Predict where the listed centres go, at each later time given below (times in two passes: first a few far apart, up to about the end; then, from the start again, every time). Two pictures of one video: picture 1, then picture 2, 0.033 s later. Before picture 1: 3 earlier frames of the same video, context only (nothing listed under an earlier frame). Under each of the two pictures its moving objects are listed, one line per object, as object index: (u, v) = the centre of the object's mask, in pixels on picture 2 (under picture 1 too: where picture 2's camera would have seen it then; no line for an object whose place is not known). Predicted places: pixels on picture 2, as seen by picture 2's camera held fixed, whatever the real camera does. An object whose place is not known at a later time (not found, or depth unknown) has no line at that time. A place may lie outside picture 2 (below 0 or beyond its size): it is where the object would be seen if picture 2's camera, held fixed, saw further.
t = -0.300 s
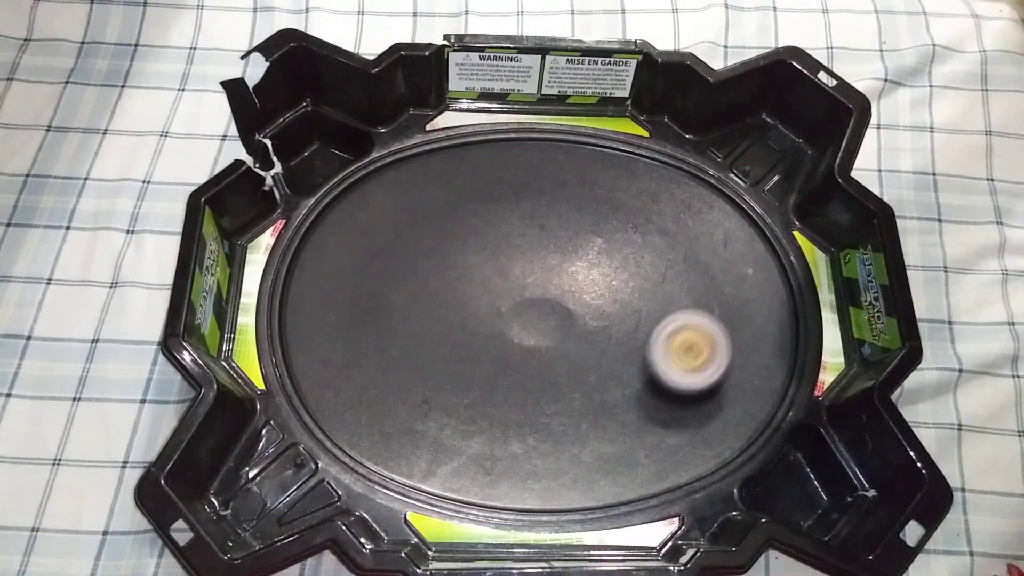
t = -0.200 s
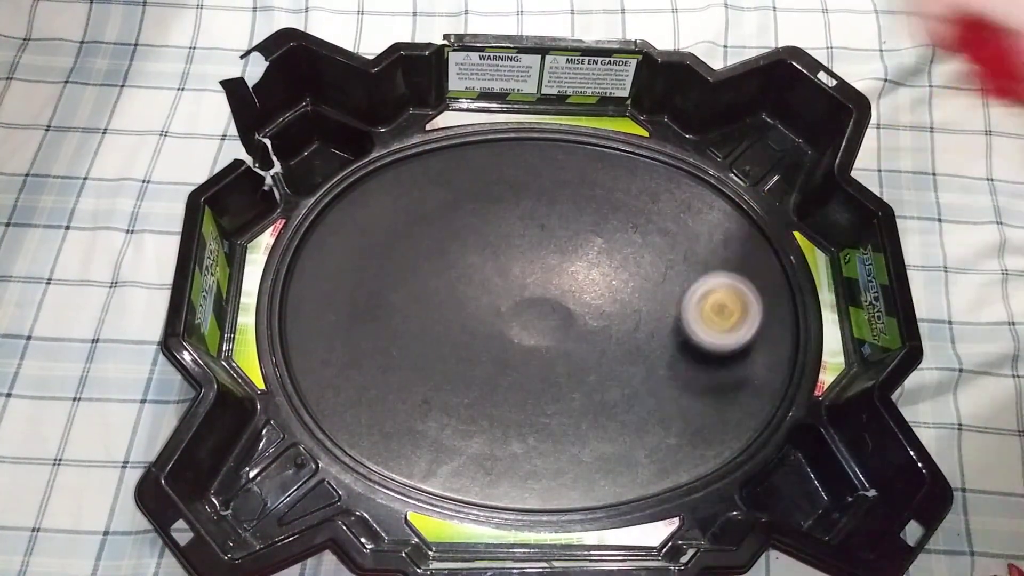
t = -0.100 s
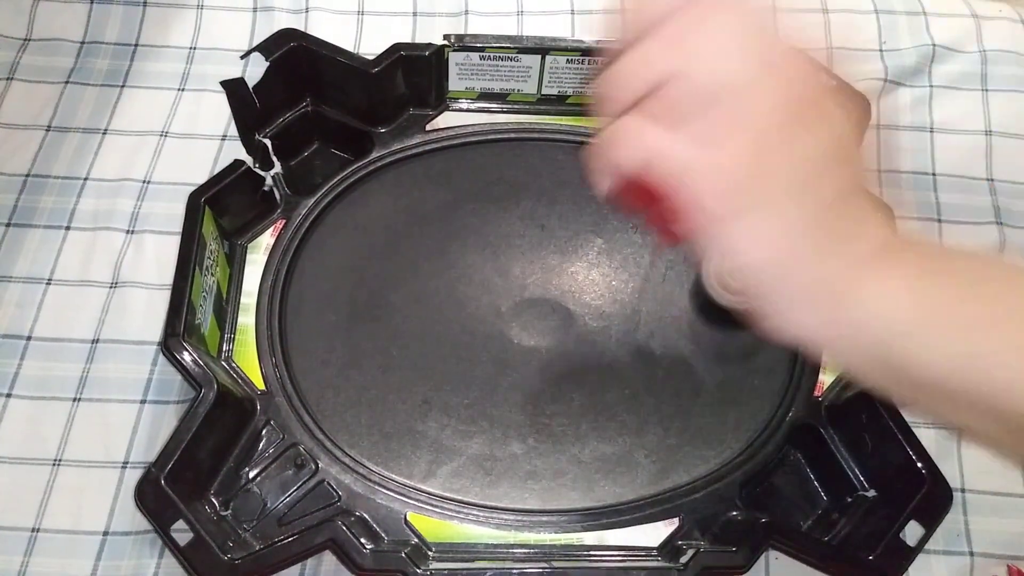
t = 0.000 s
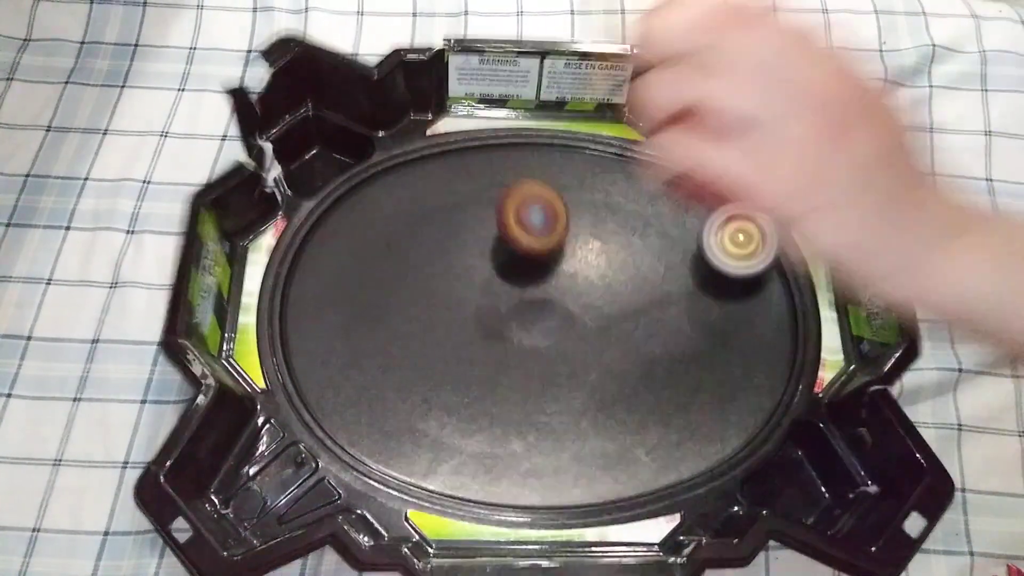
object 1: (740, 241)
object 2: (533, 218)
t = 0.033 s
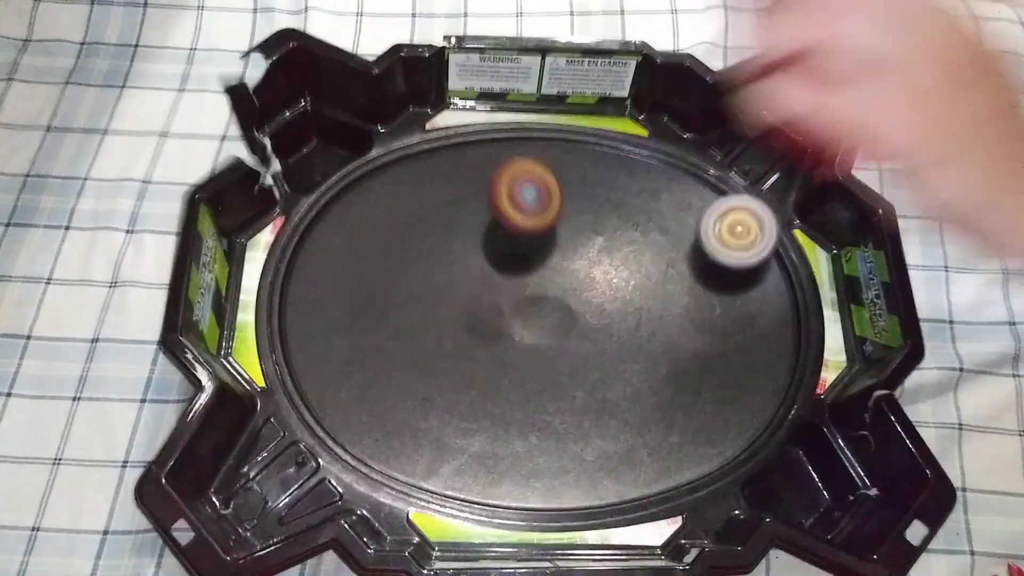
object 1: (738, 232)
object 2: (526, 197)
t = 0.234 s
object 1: (677, 224)
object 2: (476, 183)
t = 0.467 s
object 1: (576, 322)
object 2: (473, 255)
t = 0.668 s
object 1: (565, 425)
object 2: (540, 336)
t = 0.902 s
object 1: (637, 468)
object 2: (629, 366)
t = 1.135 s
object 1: (712, 418)
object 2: (660, 298)
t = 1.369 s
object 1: (664, 341)
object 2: (630, 225)
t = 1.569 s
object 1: (532, 323)
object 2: (597, 216)
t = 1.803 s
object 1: (400, 407)
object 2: (623, 287)
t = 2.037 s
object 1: (449, 456)
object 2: (643, 357)
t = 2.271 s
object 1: (521, 405)
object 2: (626, 361)
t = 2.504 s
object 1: (493, 310)
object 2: (608, 328)
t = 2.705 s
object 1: (408, 277)
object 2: (598, 332)
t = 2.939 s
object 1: (340, 323)
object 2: (613, 383)
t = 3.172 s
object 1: (394, 371)
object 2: (665, 382)
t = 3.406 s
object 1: (507, 326)
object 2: (609, 321)
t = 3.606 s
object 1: (421, 251)
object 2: (603, 333)
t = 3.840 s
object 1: (367, 272)
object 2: (580, 361)
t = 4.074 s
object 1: (425, 325)
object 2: (572, 366)
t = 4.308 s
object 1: (488, 272)
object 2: (609, 412)
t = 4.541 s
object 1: (493, 221)
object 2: (684, 342)
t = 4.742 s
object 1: (476, 222)
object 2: (558, 249)
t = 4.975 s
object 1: (396, 245)
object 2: (477, 362)
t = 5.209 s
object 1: (431, 327)
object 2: (562, 488)
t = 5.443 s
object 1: (548, 359)
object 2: (689, 364)
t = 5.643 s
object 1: (634, 339)
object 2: (596, 224)
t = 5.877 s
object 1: (672, 283)
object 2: (378, 233)
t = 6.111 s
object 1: (631, 251)
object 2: (331, 403)
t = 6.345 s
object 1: (558, 284)
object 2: (547, 438)
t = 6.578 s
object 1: (520, 351)
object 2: (661, 274)
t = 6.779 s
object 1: (533, 398)
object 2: (572, 173)
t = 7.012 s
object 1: (568, 412)
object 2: (390, 211)
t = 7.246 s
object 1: (576, 375)
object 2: (391, 384)
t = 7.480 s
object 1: (525, 321)
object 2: (595, 431)
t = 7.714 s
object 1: (447, 306)
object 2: (695, 321)
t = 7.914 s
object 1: (406, 320)
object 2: (635, 233)
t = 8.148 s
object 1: (417, 349)
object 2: (499, 246)
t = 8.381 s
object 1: (450, 400)
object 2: (442, 284)
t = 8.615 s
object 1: (535, 406)
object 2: (491, 312)
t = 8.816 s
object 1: (589, 374)
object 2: (537, 261)
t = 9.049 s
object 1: (606, 319)
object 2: (505, 252)
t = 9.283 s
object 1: (584, 273)
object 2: (519, 337)
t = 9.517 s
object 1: (537, 255)
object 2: (618, 372)
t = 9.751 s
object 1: (498, 284)
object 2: (620, 297)
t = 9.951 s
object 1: (446, 334)
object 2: (548, 278)
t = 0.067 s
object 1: (733, 226)
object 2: (516, 183)
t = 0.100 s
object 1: (725, 224)
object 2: (506, 180)
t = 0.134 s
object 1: (715, 221)
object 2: (497, 180)
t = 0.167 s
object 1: (704, 220)
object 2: (490, 178)
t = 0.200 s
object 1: (692, 221)
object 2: (482, 180)
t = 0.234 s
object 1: (677, 224)
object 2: (476, 183)
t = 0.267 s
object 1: (661, 231)
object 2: (470, 190)
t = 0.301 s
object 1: (645, 239)
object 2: (466, 196)
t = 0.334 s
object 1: (629, 251)
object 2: (464, 206)
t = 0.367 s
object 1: (613, 267)
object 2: (463, 217)
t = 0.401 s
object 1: (599, 285)
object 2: (464, 230)
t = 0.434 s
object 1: (585, 304)
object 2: (467, 242)
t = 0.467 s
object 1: (576, 322)
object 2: (473, 255)
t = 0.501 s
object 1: (568, 341)
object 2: (480, 269)
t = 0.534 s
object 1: (564, 359)
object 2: (490, 283)
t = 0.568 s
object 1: (561, 378)
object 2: (501, 297)
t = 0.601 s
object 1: (560, 395)
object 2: (513, 310)
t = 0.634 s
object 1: (561, 410)
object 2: (526, 323)
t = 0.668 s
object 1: (565, 425)
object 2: (540, 336)
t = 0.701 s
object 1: (570, 437)
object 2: (553, 346)
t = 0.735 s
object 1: (578, 448)
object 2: (567, 355)
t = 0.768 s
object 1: (588, 457)
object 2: (581, 363)
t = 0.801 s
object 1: (599, 463)
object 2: (595, 368)
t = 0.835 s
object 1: (611, 467)
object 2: (608, 368)
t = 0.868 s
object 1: (624, 469)
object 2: (619, 368)
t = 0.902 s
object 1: (637, 468)
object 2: (629, 366)
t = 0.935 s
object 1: (651, 465)
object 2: (638, 359)
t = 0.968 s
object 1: (663, 460)
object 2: (645, 353)
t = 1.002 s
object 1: (676, 453)
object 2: (650, 344)
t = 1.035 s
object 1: (688, 445)
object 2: (655, 334)
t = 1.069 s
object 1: (700, 436)
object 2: (658, 323)
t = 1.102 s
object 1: (707, 427)
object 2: (659, 311)
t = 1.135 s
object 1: (712, 418)
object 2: (660, 298)
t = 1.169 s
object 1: (714, 408)
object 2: (659, 285)
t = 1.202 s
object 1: (713, 398)
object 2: (656, 273)
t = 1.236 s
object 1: (709, 387)
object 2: (653, 261)
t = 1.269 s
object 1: (702, 375)
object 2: (648, 251)
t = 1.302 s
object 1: (692, 363)
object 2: (643, 241)
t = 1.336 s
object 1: (678, 351)
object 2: (637, 233)
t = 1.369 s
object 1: (664, 341)
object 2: (630, 225)
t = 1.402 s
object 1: (645, 333)
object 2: (623, 219)
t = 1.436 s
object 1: (626, 327)
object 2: (617, 215)
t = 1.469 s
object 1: (603, 323)
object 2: (611, 212)
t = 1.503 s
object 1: (580, 320)
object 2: (606, 211)
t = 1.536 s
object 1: (556, 320)
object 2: (600, 212)
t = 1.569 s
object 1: (532, 323)
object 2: (597, 216)
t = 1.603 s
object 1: (505, 329)
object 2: (596, 220)
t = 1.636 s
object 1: (481, 337)
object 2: (596, 228)
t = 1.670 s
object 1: (459, 348)
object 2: (599, 237)
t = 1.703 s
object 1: (439, 360)
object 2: (603, 248)
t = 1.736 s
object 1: (422, 375)
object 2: (609, 260)
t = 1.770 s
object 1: (409, 390)
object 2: (616, 274)
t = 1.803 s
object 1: (400, 407)
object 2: (623, 287)
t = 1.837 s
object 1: (395, 423)
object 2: (630, 298)
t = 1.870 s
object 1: (395, 438)
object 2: (635, 312)
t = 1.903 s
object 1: (397, 452)
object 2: (638, 324)
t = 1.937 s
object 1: (405, 461)
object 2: (641, 334)
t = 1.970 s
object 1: (418, 463)
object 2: (642, 343)
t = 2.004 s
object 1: (433, 460)
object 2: (643, 351)
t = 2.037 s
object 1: (449, 456)
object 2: (643, 357)
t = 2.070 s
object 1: (464, 452)
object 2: (642, 360)
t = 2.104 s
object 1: (477, 447)
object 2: (640, 365)
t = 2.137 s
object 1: (489, 442)
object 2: (638, 366)
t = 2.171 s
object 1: (499, 435)
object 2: (636, 366)
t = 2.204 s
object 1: (507, 426)
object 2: (632, 366)
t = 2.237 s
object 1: (515, 416)
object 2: (630, 364)
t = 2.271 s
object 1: (521, 405)
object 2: (626, 361)
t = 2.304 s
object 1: (524, 393)
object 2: (623, 357)
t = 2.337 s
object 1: (524, 379)
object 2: (620, 351)
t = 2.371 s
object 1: (522, 363)
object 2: (617, 347)
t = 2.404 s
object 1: (517, 347)
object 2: (614, 342)
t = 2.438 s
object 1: (510, 333)
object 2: (612, 337)
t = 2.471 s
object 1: (502, 321)
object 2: (610, 332)
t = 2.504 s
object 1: (493, 310)
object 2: (608, 328)
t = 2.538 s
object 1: (480, 299)
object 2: (605, 325)
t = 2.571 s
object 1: (468, 291)
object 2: (603, 323)
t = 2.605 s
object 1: (454, 284)
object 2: (601, 323)
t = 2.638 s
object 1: (439, 280)
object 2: (599, 324)
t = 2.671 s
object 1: (424, 277)
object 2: (598, 328)
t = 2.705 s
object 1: (408, 277)
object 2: (598, 332)
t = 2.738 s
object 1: (393, 279)
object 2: (598, 338)
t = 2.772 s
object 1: (379, 284)
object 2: (599, 345)
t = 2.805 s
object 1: (365, 291)
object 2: (600, 353)
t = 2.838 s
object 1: (356, 298)
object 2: (601, 360)
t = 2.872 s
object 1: (348, 306)
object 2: (604, 367)
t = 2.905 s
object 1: (344, 315)
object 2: (608, 375)
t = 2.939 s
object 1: (340, 323)
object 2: (613, 383)
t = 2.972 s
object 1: (339, 332)
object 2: (619, 389)
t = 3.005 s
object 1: (340, 340)
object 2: (626, 394)
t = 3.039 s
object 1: (345, 348)
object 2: (636, 397)
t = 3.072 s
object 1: (352, 355)
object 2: (645, 396)
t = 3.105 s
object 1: (363, 363)
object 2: (654, 394)
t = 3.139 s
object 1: (378, 368)
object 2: (660, 389)
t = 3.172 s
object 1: (394, 371)
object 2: (665, 382)
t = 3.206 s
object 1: (413, 372)
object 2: (667, 372)
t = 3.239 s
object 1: (431, 370)
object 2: (664, 363)
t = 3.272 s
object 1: (450, 365)
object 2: (659, 353)
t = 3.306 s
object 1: (466, 359)
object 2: (652, 344)
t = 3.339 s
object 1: (481, 350)
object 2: (640, 335)
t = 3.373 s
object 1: (495, 339)
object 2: (626, 327)
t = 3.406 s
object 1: (507, 326)
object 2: (609, 321)
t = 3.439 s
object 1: (507, 311)
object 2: (599, 318)
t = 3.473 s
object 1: (482, 290)
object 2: (606, 319)
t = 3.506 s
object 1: (462, 274)
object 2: (610, 321)
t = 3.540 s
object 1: (446, 261)
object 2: (610, 324)
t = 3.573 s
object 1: (433, 254)
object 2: (608, 329)
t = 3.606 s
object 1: (421, 251)
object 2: (603, 333)
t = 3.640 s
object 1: (410, 249)
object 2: (598, 337)
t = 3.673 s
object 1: (400, 248)
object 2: (594, 341)
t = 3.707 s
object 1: (390, 250)
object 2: (589, 345)
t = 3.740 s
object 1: (382, 253)
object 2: (586, 350)
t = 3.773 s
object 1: (375, 258)
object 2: (583, 354)
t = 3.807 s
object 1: (370, 264)
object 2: (582, 358)
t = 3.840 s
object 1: (367, 272)
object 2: (580, 361)
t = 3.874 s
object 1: (366, 280)
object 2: (579, 364)
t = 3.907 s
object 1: (369, 289)
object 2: (579, 366)
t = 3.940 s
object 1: (374, 298)
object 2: (578, 366)
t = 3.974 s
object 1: (383, 307)
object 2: (577, 367)
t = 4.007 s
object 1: (395, 316)
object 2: (576, 367)
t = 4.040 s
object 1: (410, 321)
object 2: (574, 366)
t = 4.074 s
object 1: (425, 325)
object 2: (572, 366)
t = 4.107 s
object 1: (441, 328)
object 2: (568, 366)
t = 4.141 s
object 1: (457, 329)
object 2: (565, 367)
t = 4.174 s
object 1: (473, 329)
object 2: (560, 368)
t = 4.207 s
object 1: (483, 323)
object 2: (562, 374)
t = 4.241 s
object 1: (482, 301)
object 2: (576, 391)
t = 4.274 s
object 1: (484, 284)
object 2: (591, 403)
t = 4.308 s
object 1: (488, 272)
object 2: (609, 412)
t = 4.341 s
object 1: (490, 262)
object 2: (626, 415)
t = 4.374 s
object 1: (493, 254)
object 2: (645, 413)
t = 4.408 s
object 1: (495, 245)
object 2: (662, 407)
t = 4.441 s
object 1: (496, 238)
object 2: (675, 394)
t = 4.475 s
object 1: (496, 232)
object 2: (684, 379)
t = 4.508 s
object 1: (495, 226)
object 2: (687, 361)
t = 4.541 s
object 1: (493, 221)
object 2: (684, 342)
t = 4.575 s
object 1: (491, 217)
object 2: (676, 322)
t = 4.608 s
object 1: (488, 214)
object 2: (662, 304)
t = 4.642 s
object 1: (484, 213)
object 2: (643, 287)
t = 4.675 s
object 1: (481, 214)
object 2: (619, 270)
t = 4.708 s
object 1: (478, 217)
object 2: (589, 258)
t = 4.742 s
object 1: (476, 222)
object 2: (558, 249)
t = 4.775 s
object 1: (459, 219)
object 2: (539, 252)
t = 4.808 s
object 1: (445, 219)
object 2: (522, 259)
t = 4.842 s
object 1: (433, 222)
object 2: (505, 270)
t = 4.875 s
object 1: (418, 222)
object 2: (496, 291)
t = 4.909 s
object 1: (408, 227)
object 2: (489, 313)
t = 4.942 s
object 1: (400, 236)
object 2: (483, 336)
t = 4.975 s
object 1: (396, 245)
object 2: (477, 362)
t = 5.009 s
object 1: (393, 256)
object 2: (475, 389)
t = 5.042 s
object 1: (394, 268)
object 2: (478, 414)
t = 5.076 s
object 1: (397, 281)
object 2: (486, 436)
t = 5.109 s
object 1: (402, 293)
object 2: (499, 457)
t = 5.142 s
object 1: (408, 305)
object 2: (517, 473)
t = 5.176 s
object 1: (419, 316)
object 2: (538, 484)
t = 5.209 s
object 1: (431, 327)
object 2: (562, 488)
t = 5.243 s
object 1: (445, 336)
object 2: (587, 485)
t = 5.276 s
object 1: (461, 344)
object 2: (613, 475)
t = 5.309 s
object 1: (477, 350)
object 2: (638, 461)
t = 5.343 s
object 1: (494, 355)
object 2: (659, 441)
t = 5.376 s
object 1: (512, 358)
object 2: (676, 417)
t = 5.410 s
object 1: (530, 360)
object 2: (685, 391)
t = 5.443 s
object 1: (548, 359)
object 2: (689, 364)
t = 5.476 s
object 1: (563, 358)
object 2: (685, 337)
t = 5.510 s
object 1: (578, 357)
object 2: (677, 311)
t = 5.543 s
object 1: (592, 354)
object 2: (664, 286)
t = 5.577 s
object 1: (607, 351)
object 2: (645, 263)
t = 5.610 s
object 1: (621, 345)
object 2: (621, 241)
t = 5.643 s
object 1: (634, 339)
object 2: (596, 224)
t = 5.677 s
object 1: (644, 331)
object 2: (568, 212)
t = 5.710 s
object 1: (654, 324)
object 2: (539, 203)
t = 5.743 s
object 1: (660, 316)
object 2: (507, 199)
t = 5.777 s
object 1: (667, 308)
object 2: (474, 201)
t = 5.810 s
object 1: (671, 299)
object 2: (441, 207)
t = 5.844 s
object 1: (673, 291)
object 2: (409, 218)
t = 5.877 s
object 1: (672, 283)
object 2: (378, 233)
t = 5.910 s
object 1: (672, 276)
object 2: (351, 252)
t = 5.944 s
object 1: (668, 269)
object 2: (330, 274)
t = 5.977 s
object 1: (663, 262)
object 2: (312, 298)
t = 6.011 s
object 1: (658, 258)
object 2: (299, 324)
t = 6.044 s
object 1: (650, 254)
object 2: (292, 353)
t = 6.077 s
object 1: (640, 252)
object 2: (307, 379)
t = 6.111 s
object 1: (631, 251)
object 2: (331, 403)
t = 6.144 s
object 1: (621, 252)
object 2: (356, 424)
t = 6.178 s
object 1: (610, 254)
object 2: (383, 441)
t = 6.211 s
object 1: (599, 257)
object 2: (413, 452)
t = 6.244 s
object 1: (588, 262)
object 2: (444, 458)
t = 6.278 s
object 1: (577, 268)
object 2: (478, 458)
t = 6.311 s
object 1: (568, 275)
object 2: (513, 450)
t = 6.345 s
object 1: (558, 284)
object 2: (547, 438)
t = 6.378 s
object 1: (551, 292)
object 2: (578, 418)
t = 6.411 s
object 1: (545, 301)
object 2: (605, 396)
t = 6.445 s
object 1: (537, 311)
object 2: (626, 372)
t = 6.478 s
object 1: (531, 322)
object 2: (643, 346)
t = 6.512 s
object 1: (525, 332)
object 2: (654, 321)
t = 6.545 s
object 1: (522, 342)
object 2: (660, 296)
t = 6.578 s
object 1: (520, 351)
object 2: (661, 274)
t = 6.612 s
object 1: (520, 360)
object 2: (655, 251)
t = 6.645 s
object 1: (521, 369)
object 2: (646, 231)
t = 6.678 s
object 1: (522, 377)
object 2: (633, 211)
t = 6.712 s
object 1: (525, 385)
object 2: (615, 196)
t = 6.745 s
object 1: (528, 392)
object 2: (595, 183)
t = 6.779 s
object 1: (533, 398)
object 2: (572, 173)
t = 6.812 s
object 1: (537, 404)
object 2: (546, 166)
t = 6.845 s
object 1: (542, 408)
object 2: (518, 163)
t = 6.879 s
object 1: (548, 411)
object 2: (489, 164)
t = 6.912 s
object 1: (553, 414)
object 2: (461, 169)
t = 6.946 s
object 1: (559, 414)
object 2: (437, 180)
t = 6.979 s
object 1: (564, 413)
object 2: (412, 194)
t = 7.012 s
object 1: (568, 412)
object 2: (390, 211)
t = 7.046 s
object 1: (572, 409)
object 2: (373, 232)
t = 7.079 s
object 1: (575, 405)
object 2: (361, 258)
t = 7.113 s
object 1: (577, 401)
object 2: (356, 281)
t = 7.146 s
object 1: (578, 395)
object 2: (354, 310)
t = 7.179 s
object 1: (578, 389)
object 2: (361, 338)
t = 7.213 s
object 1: (578, 382)
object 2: (372, 363)
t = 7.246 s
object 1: (576, 375)
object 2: (391, 384)
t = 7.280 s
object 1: (572, 368)
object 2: (413, 403)
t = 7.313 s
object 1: (568, 360)
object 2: (441, 420)
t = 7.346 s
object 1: (562, 351)
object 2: (469, 431)
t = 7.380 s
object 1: (555, 343)
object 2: (502, 437)
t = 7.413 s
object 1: (547, 335)
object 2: (534, 438)
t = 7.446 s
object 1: (537, 327)
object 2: (564, 437)
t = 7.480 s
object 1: (525, 321)
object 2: (595, 431)
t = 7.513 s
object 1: (511, 316)
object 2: (620, 420)
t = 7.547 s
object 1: (499, 311)
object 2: (643, 409)
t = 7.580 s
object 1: (488, 308)
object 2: (662, 392)
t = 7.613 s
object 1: (477, 306)
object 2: (676, 376)
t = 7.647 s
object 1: (467, 305)
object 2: (687, 358)
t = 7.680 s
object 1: (456, 305)
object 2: (693, 339)
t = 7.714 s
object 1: (447, 306)
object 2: (695, 321)
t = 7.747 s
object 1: (438, 306)
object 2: (693, 303)
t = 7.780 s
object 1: (430, 308)
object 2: (688, 285)
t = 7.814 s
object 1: (422, 310)
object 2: (679, 268)
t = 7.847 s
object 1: (415, 313)
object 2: (666, 254)
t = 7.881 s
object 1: (411, 317)
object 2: (652, 242)
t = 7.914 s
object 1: (406, 320)
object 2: (635, 233)
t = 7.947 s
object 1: (403, 325)
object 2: (615, 227)
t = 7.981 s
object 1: (401, 329)
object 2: (598, 223)
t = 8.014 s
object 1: (401, 334)
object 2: (577, 223)
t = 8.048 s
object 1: (402, 338)
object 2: (557, 225)
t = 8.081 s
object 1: (405, 342)
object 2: (537, 230)
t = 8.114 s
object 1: (410, 346)
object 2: (517, 238)
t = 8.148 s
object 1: (417, 349)
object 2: (499, 246)
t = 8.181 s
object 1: (423, 351)
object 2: (481, 257)
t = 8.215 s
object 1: (432, 351)
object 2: (464, 270)
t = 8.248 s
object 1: (433, 363)
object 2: (455, 275)
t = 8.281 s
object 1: (431, 379)
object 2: (452, 275)
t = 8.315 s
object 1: (434, 391)
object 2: (449, 274)
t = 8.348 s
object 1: (440, 397)
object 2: (445, 278)
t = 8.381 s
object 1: (450, 400)
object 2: (442, 284)
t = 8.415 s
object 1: (460, 401)
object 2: (440, 292)
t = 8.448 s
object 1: (473, 400)
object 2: (442, 301)
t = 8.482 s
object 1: (484, 399)
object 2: (447, 310)
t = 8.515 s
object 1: (496, 398)
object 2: (457, 319)
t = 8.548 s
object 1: (510, 404)
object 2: (467, 318)
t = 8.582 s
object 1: (524, 407)
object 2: (479, 315)
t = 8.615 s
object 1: (535, 406)
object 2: (491, 312)
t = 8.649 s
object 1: (547, 403)
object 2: (502, 306)
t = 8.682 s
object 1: (556, 399)
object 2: (513, 298)
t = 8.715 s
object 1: (566, 393)
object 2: (521, 289)
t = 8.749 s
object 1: (574, 388)
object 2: (529, 280)
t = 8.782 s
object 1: (582, 381)
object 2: (535, 270)
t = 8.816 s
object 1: (589, 374)
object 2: (537, 261)
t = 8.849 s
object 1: (594, 366)
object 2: (537, 254)
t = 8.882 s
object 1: (599, 358)
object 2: (534, 248)
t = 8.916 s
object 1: (602, 351)
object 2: (530, 244)
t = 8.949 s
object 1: (605, 342)
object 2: (524, 243)
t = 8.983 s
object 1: (606, 335)
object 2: (518, 243)
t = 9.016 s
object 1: (606, 327)
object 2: (511, 246)
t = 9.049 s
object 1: (606, 319)
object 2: (505, 252)
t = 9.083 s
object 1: (605, 312)
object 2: (501, 261)
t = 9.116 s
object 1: (602, 304)
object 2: (499, 273)
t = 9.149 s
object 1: (598, 297)
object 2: (499, 286)
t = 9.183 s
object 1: (594, 291)
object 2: (503, 300)
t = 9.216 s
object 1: (588, 285)
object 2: (509, 313)
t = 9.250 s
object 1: (586, 279)
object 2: (515, 325)
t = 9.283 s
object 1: (584, 273)
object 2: (519, 337)
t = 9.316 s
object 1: (575, 263)
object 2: (537, 357)
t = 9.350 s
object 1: (569, 260)
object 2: (548, 366)
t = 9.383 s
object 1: (563, 257)
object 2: (563, 372)
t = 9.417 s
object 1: (557, 255)
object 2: (577, 376)
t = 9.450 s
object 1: (550, 255)
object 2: (590, 378)
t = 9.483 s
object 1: (544, 254)
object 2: (606, 375)
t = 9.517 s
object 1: (537, 255)
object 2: (618, 372)
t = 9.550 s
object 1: (530, 256)
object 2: (629, 365)
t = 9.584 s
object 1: (524, 259)
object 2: (637, 355)
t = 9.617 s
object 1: (517, 262)
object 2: (643, 344)
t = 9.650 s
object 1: (511, 266)
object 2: (643, 331)
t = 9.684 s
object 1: (506, 272)
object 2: (640, 319)
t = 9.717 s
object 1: (501, 278)
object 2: (632, 308)
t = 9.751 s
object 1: (498, 284)
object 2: (620, 297)
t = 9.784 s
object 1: (494, 292)
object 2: (605, 288)
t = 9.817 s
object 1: (491, 299)
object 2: (588, 282)
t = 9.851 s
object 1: (490, 307)
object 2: (571, 279)
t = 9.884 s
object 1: (477, 316)
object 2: (560, 279)
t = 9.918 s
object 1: (458, 325)
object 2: (555, 277)
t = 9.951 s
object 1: (446, 334)
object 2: (548, 278)
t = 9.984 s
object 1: (439, 343)
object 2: (541, 281)
